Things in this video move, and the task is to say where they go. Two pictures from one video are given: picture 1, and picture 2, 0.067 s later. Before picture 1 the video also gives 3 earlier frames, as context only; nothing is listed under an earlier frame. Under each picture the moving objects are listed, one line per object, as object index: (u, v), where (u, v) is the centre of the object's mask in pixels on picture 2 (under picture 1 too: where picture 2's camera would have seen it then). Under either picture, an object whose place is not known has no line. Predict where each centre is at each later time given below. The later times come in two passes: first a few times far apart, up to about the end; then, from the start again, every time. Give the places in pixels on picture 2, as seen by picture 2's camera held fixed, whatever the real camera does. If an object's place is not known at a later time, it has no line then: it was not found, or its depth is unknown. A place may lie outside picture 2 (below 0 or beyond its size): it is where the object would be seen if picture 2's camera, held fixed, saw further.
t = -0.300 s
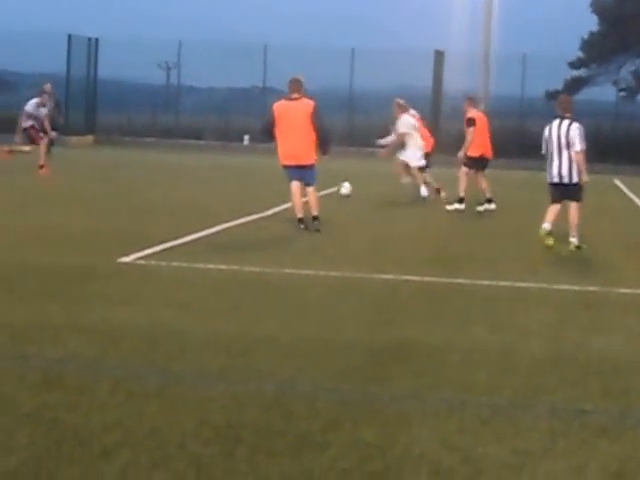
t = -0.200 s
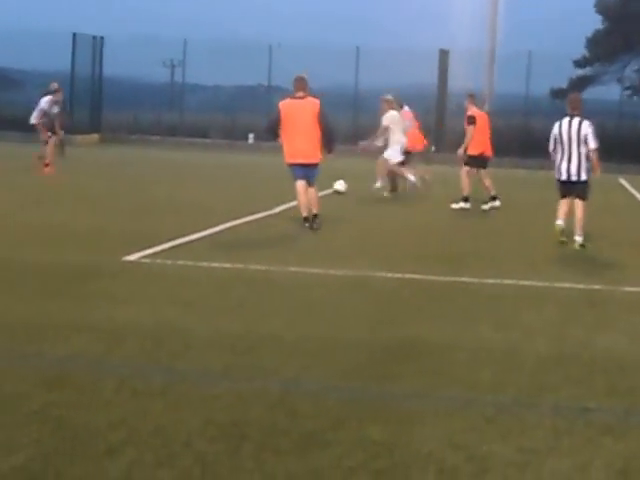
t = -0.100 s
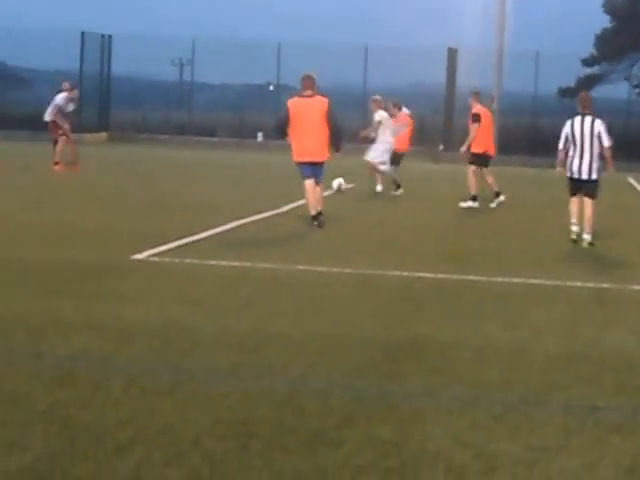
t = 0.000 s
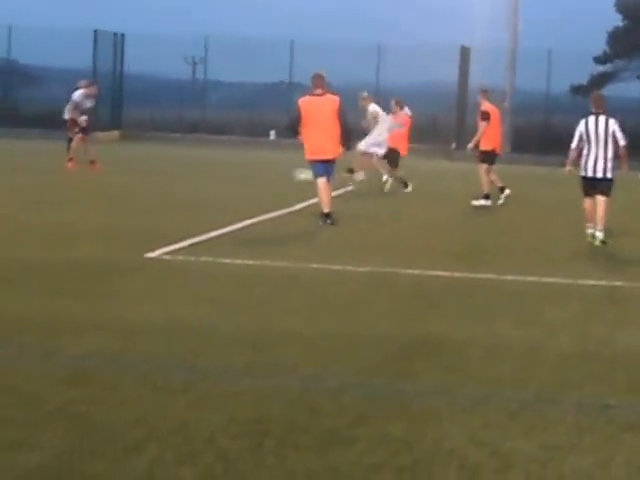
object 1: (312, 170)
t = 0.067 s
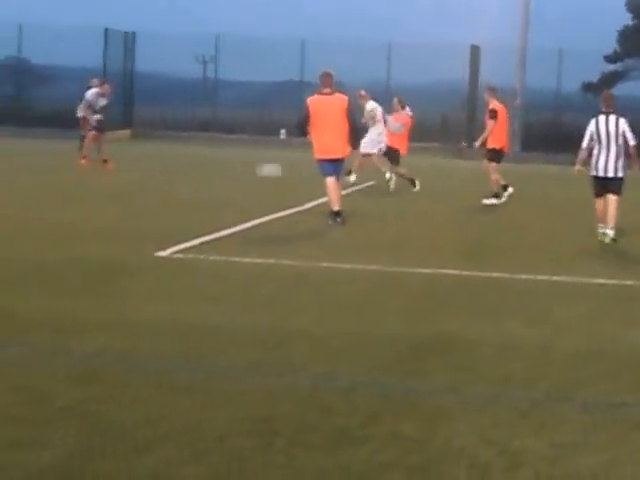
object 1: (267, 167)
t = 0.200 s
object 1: (174, 165)
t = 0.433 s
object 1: (30, 165)
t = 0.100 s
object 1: (248, 160)
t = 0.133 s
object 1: (223, 161)
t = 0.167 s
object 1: (197, 162)
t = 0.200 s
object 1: (174, 165)
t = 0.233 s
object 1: (152, 169)
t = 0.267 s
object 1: (128, 167)
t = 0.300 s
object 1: (108, 168)
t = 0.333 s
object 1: (89, 167)
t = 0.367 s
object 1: (68, 163)
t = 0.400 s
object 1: (49, 161)
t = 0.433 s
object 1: (30, 165)
